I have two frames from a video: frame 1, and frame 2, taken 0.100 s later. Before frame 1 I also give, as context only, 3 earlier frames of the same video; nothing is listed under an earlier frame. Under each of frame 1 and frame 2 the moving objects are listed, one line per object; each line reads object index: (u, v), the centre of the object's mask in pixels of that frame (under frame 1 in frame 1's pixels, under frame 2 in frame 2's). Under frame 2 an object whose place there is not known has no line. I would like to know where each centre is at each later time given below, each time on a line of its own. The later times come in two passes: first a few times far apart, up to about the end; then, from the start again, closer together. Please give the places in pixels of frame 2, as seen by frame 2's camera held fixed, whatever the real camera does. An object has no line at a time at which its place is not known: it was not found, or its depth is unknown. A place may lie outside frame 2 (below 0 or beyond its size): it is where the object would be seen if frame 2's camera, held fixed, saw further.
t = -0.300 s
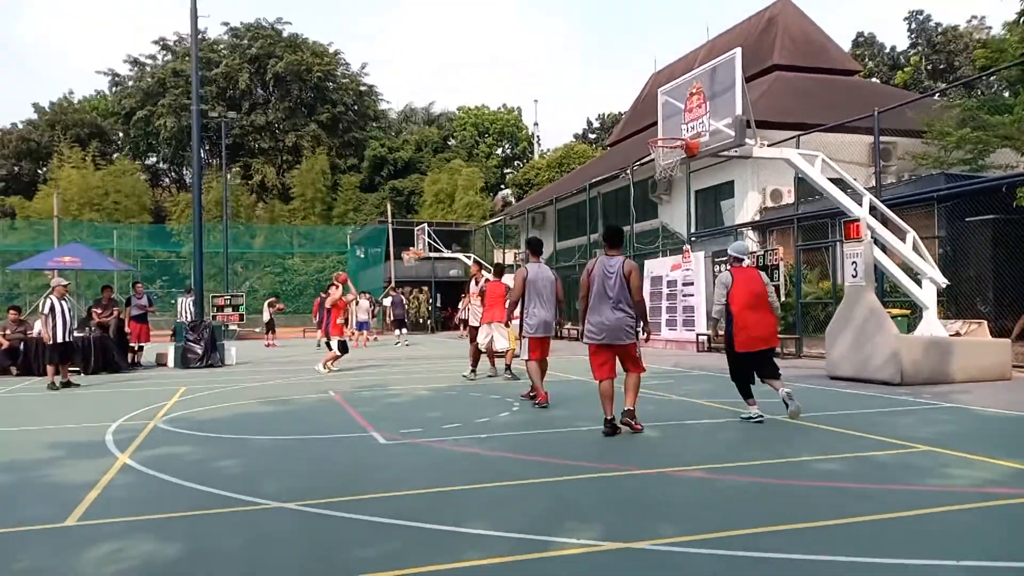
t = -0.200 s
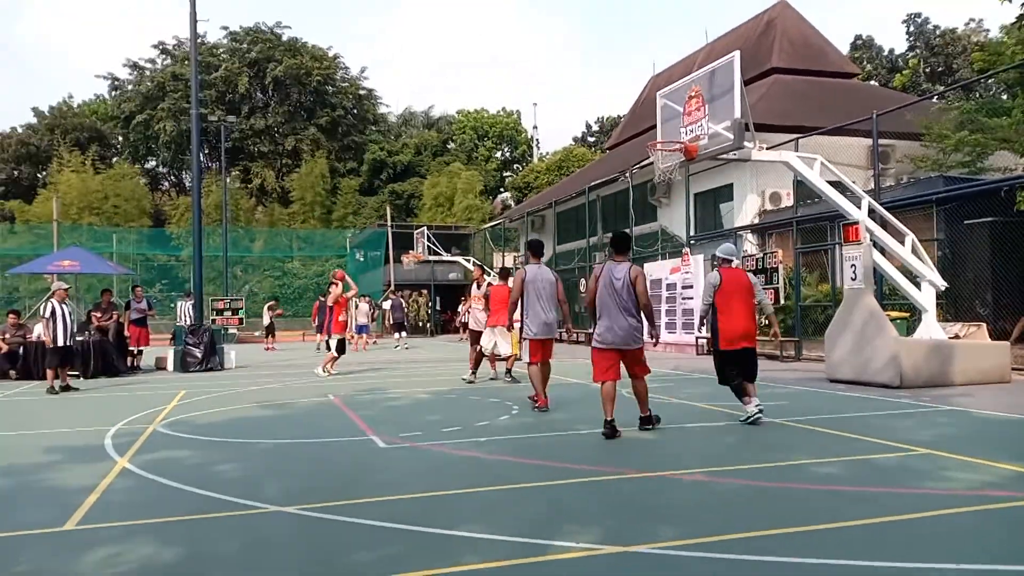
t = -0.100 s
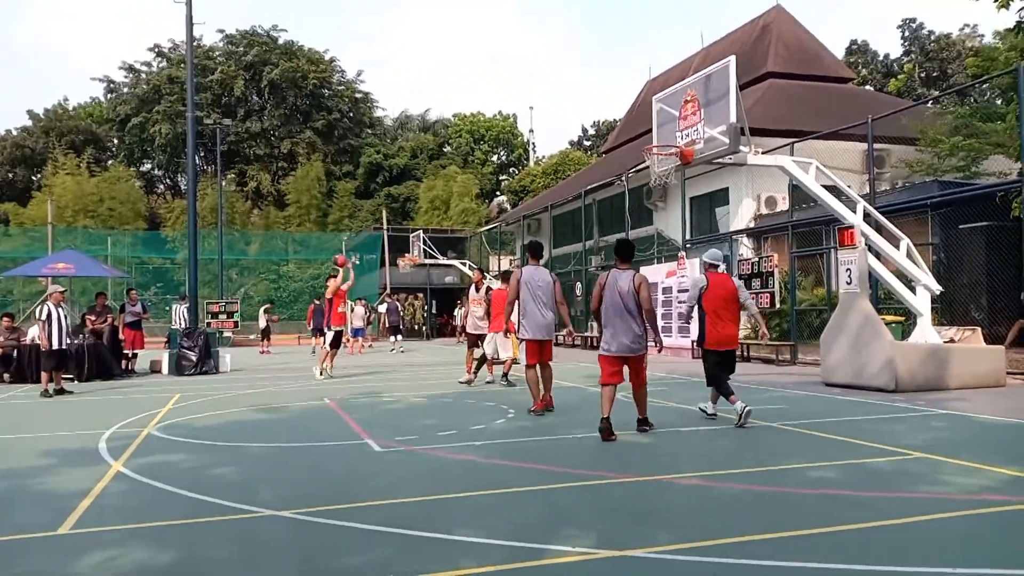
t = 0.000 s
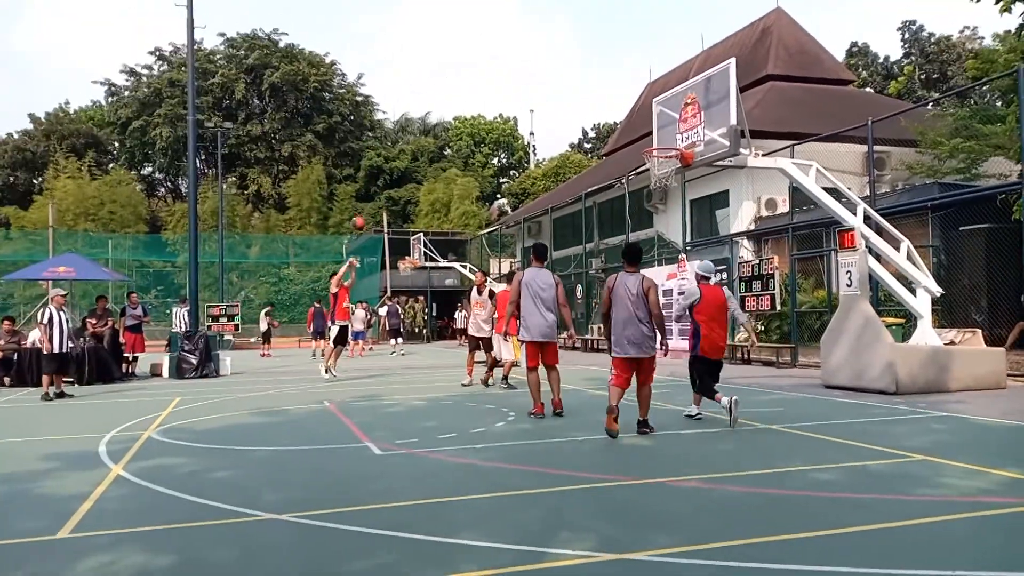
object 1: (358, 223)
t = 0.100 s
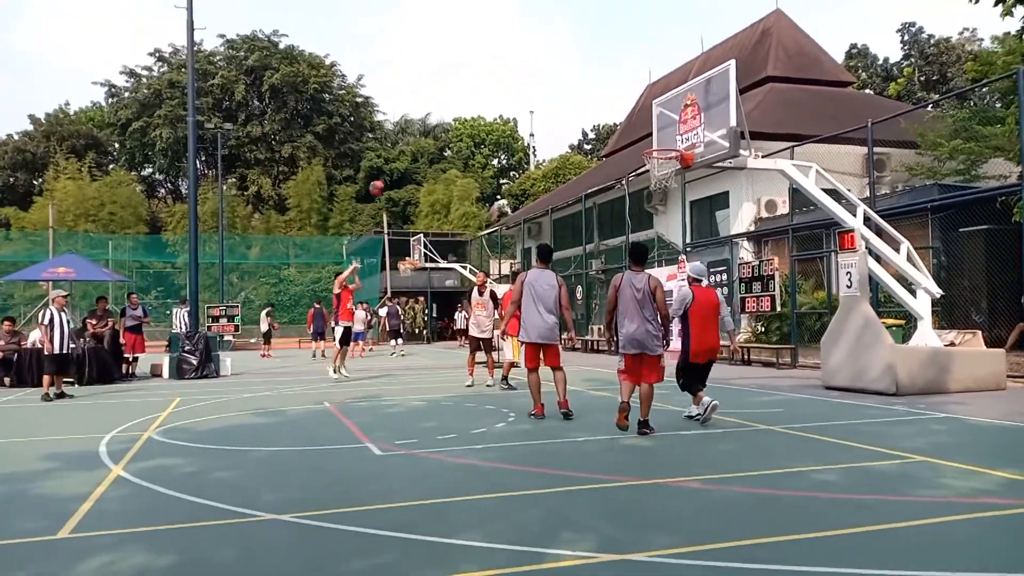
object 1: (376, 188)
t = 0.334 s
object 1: (427, 119)
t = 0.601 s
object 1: (495, 73)
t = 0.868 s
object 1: (577, 73)
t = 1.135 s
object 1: (678, 134)
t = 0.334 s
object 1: (427, 119)
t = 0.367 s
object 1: (435, 110)
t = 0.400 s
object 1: (443, 103)
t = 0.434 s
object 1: (451, 97)
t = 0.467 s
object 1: (459, 91)
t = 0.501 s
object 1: (468, 85)
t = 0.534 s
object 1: (477, 80)
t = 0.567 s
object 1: (486, 76)
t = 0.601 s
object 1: (495, 73)
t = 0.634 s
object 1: (505, 70)
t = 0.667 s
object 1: (514, 68)
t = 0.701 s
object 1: (525, 67)
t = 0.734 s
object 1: (535, 66)
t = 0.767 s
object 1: (545, 67)
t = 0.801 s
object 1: (555, 68)
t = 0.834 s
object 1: (566, 70)
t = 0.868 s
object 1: (577, 73)
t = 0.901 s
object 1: (589, 77)
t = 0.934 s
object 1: (601, 82)
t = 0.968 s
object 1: (613, 88)
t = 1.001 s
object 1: (626, 95)
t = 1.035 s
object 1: (639, 103)
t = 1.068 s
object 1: (652, 112)
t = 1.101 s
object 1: (665, 122)
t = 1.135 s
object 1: (678, 134)
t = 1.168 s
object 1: (693, 147)
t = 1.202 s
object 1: (709, 161)
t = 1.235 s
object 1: (723, 177)
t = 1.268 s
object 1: (740, 193)
